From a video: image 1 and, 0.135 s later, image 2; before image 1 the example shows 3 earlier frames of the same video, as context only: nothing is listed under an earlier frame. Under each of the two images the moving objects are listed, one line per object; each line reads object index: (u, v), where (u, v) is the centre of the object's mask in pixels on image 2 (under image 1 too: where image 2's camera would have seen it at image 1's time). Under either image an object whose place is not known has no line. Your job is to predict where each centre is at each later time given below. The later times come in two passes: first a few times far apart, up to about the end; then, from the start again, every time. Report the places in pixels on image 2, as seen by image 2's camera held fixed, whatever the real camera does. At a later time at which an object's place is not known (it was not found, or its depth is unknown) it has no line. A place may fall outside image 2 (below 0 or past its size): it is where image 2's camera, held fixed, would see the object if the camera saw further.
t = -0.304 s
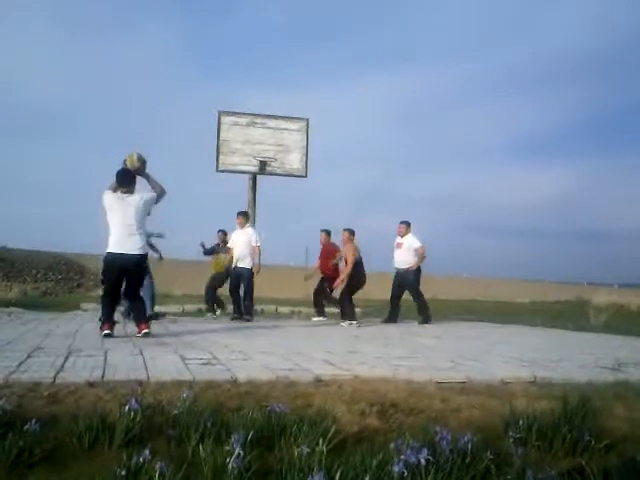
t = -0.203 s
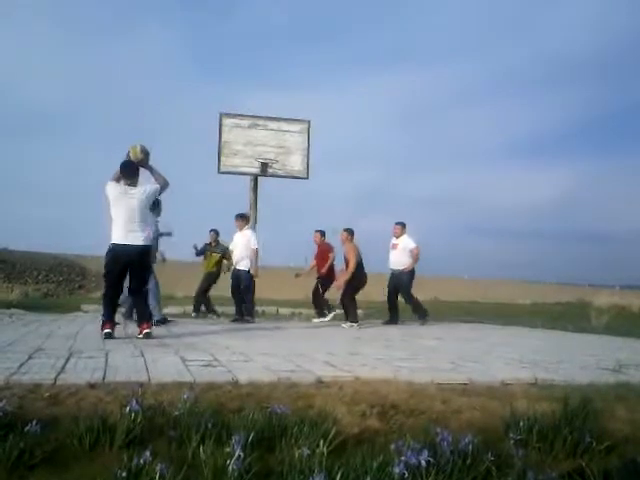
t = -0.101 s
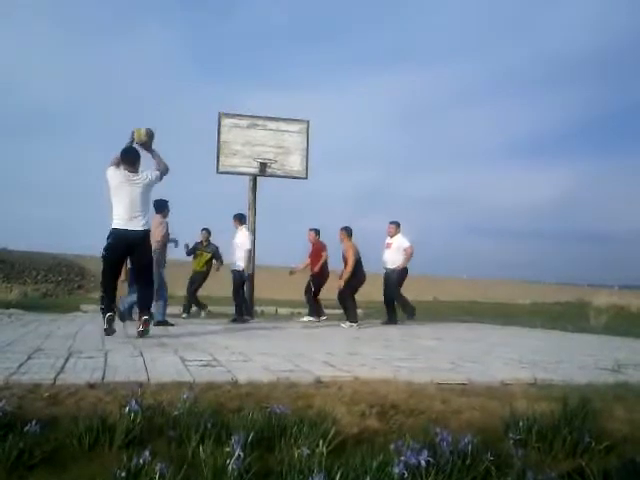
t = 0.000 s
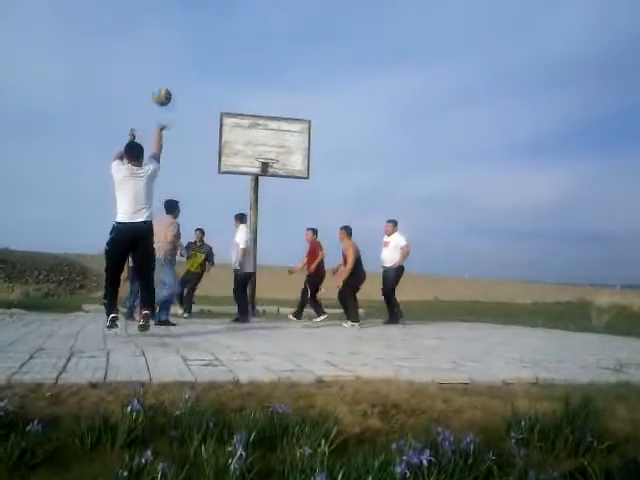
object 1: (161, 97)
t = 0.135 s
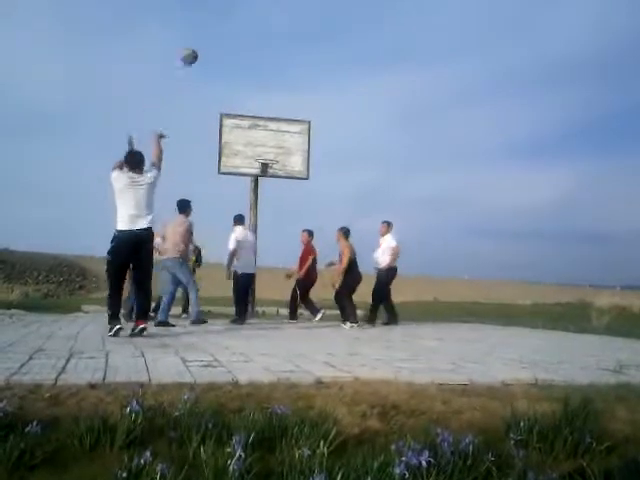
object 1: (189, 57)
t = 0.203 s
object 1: (200, 43)
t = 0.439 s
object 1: (234, 29)
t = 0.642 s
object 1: (255, 46)
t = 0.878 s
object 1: (276, 91)
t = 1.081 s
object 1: (290, 146)
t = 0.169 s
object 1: (195, 50)
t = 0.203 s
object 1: (200, 43)
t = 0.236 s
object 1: (205, 39)
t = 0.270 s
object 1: (211, 34)
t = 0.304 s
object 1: (216, 31)
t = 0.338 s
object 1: (220, 28)
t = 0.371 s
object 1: (225, 28)
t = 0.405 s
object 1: (229, 28)
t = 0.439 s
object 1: (234, 29)
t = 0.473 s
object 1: (237, 30)
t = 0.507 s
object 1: (240, 32)
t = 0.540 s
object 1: (244, 34)
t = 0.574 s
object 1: (248, 38)
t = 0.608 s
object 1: (251, 42)
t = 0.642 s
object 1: (255, 46)
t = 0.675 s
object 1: (258, 51)
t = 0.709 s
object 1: (261, 56)
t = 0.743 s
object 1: (265, 63)
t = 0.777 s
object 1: (267, 69)
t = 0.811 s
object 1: (270, 76)
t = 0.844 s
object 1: (273, 83)
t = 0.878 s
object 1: (276, 91)
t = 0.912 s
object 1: (278, 99)
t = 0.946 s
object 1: (280, 108)
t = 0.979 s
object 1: (283, 116)
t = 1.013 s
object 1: (284, 126)
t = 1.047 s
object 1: (287, 136)
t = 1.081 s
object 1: (290, 146)
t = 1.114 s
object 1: (291, 157)
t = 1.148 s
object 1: (294, 167)
